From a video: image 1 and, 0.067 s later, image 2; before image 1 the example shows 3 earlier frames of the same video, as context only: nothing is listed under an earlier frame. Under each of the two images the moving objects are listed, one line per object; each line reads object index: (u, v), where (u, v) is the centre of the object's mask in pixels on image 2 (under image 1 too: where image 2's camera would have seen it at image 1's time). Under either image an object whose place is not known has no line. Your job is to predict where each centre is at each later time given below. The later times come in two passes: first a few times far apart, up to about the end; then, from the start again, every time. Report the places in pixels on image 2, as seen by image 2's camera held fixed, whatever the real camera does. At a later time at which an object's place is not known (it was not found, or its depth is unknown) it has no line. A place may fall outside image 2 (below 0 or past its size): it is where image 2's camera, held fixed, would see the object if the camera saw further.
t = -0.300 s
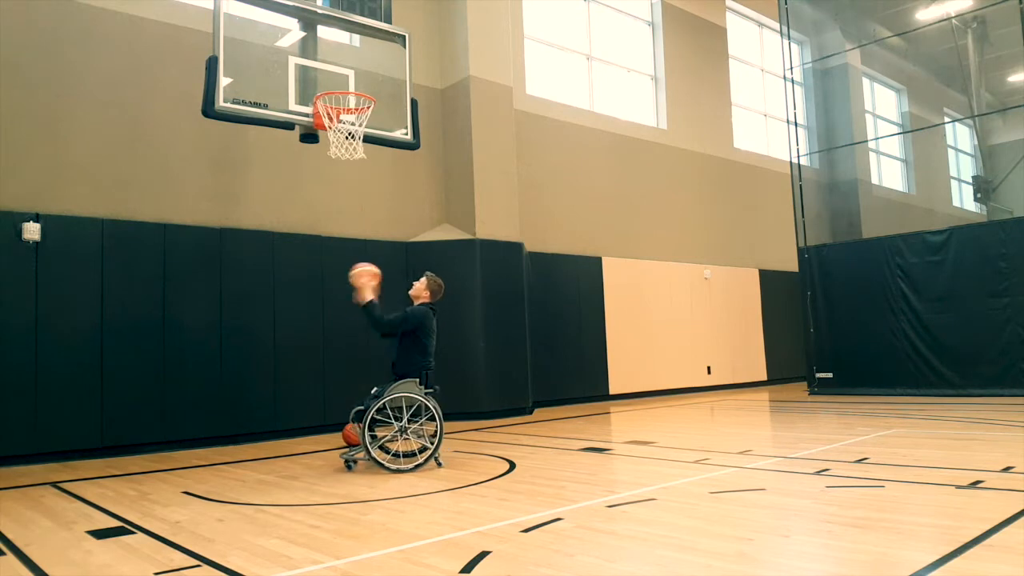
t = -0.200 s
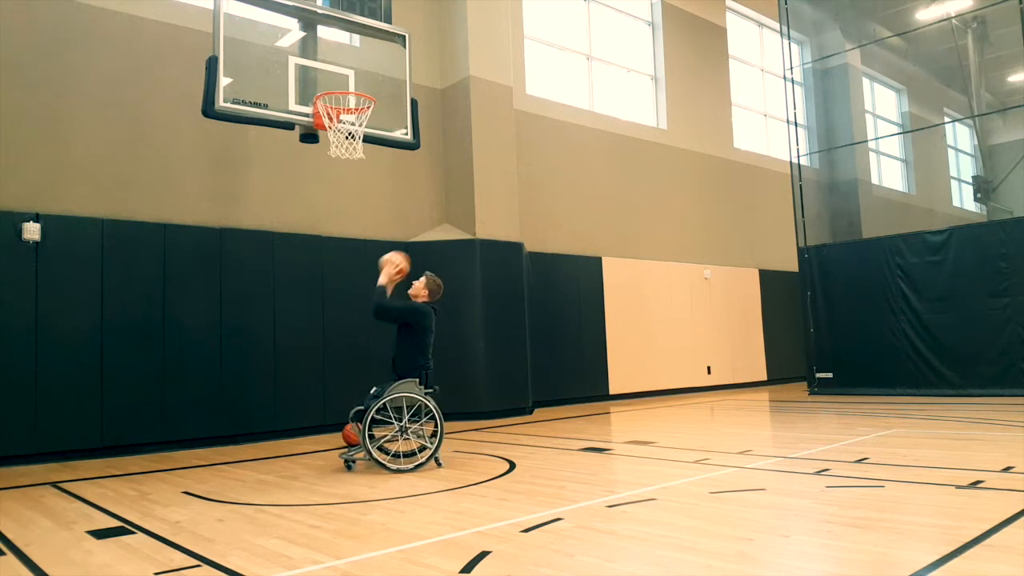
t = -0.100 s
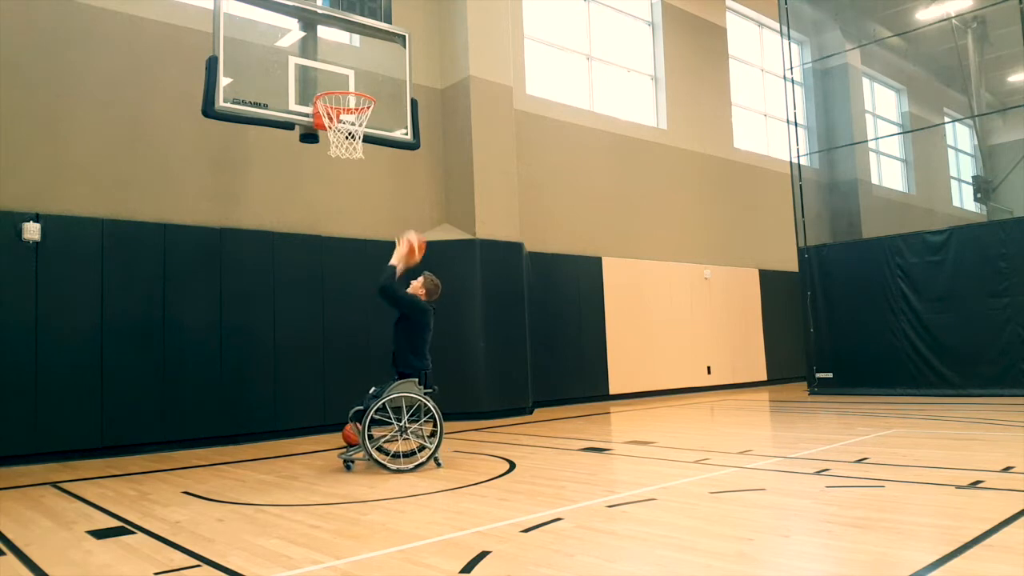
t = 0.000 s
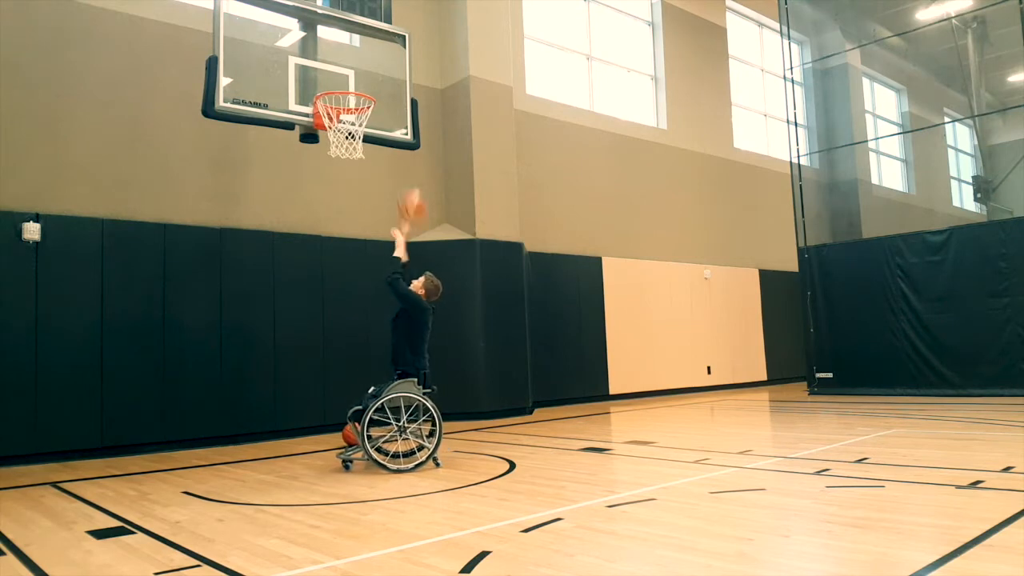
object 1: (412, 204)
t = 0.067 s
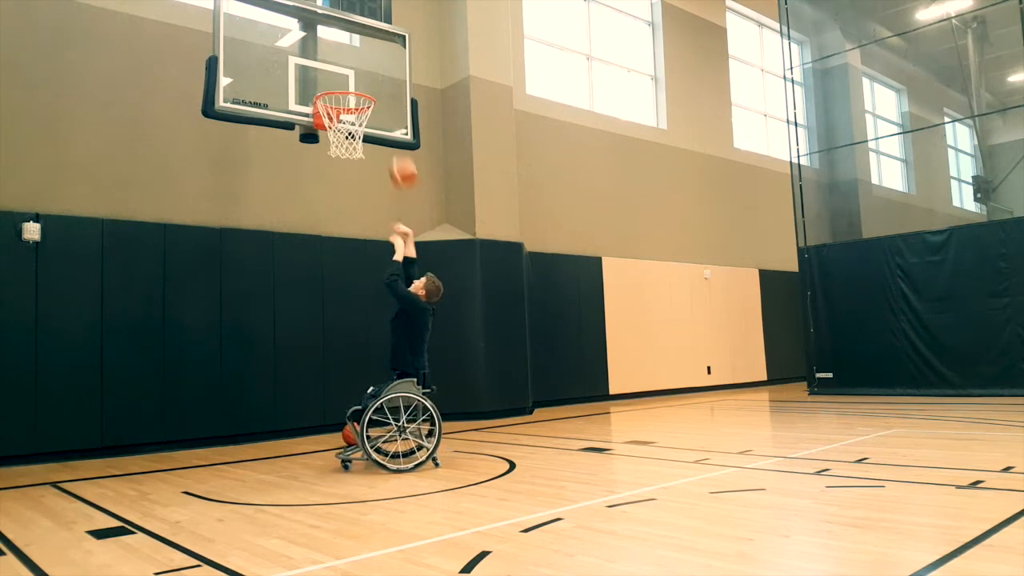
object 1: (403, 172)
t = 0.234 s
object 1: (383, 109)
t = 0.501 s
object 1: (365, 74)
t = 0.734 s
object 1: (362, 82)
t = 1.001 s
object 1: (352, 96)
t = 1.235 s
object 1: (328, 155)
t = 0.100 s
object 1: (398, 157)
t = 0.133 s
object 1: (394, 144)
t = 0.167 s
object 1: (390, 131)
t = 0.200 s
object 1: (385, 118)
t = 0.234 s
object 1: (383, 109)
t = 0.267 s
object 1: (379, 99)
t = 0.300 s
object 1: (375, 90)
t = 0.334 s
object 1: (370, 84)
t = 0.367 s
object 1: (367, 81)
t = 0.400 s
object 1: (367, 77)
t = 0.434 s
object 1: (366, 76)
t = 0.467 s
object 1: (366, 74)
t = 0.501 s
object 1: (365, 74)
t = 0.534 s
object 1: (365, 76)
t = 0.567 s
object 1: (365, 78)
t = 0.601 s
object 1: (364, 81)
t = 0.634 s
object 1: (364, 83)
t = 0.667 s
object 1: (365, 86)
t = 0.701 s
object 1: (363, 84)
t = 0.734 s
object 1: (362, 82)
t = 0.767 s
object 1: (361, 81)
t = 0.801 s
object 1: (360, 80)
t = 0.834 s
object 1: (360, 80)
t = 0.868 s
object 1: (359, 81)
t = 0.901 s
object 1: (359, 82)
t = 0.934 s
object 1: (359, 85)
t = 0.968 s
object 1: (357, 87)
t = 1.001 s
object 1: (352, 96)
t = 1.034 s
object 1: (347, 100)
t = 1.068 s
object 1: (343, 108)
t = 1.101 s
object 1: (339, 113)
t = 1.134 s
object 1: (335, 122)
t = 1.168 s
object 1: (333, 131)
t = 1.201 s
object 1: (331, 137)
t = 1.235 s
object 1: (328, 155)
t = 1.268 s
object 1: (327, 161)
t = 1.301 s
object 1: (327, 173)
